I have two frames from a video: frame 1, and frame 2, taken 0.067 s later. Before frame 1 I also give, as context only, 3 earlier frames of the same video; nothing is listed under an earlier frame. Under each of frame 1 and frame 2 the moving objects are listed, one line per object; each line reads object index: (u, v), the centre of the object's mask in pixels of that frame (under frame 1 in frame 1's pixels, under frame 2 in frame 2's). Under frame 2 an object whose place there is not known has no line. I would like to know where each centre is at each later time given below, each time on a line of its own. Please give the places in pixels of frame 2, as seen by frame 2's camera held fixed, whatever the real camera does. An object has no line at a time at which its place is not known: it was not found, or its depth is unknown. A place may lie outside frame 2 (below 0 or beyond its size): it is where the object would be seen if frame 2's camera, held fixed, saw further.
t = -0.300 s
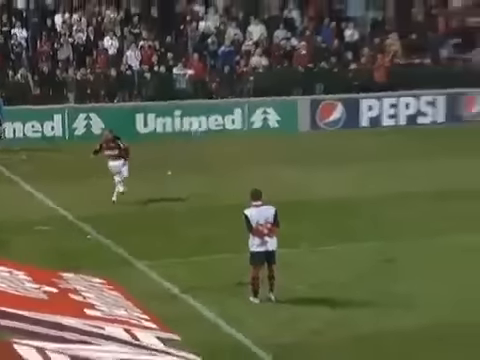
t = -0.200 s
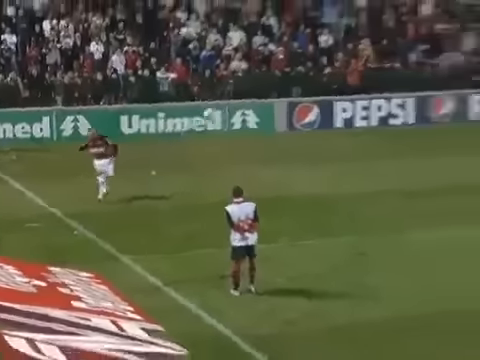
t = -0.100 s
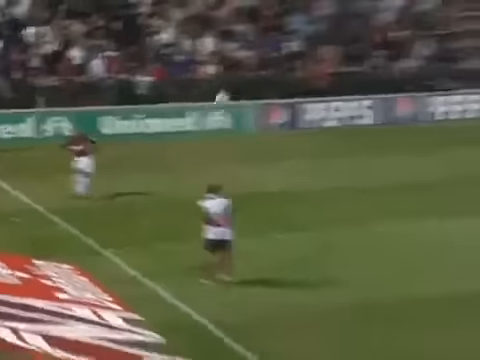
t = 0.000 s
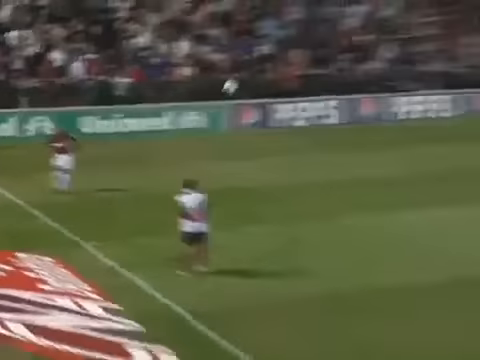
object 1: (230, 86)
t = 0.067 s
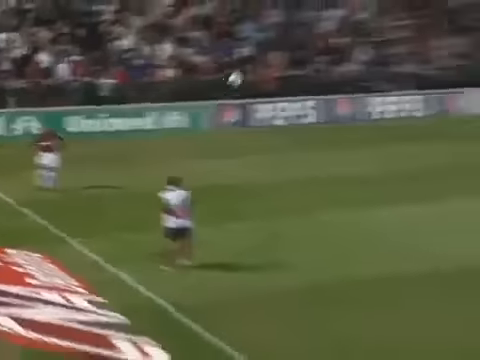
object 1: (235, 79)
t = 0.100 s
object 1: (248, 74)
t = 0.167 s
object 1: (261, 65)
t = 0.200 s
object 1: (274, 61)
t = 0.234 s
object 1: (287, 60)
